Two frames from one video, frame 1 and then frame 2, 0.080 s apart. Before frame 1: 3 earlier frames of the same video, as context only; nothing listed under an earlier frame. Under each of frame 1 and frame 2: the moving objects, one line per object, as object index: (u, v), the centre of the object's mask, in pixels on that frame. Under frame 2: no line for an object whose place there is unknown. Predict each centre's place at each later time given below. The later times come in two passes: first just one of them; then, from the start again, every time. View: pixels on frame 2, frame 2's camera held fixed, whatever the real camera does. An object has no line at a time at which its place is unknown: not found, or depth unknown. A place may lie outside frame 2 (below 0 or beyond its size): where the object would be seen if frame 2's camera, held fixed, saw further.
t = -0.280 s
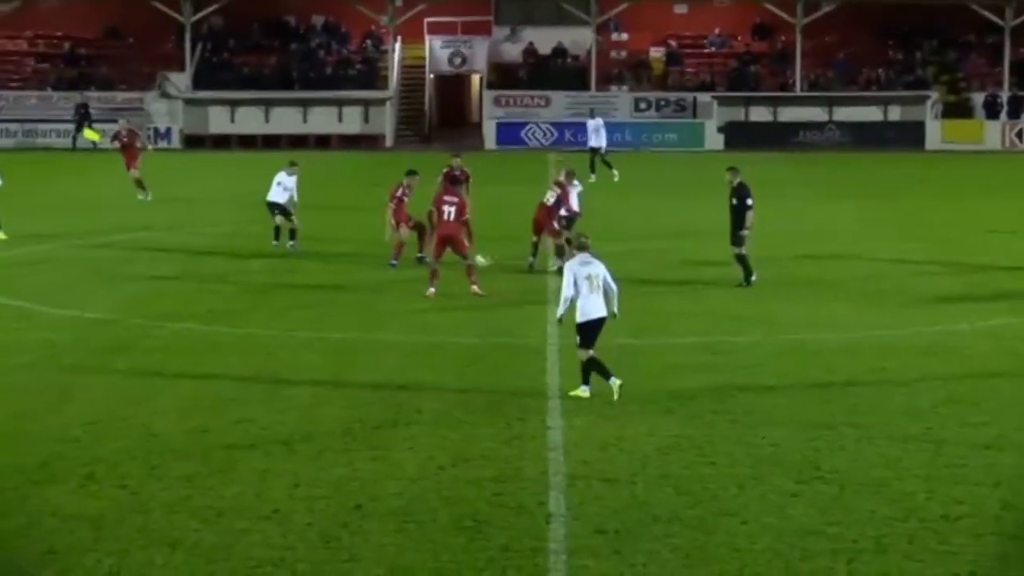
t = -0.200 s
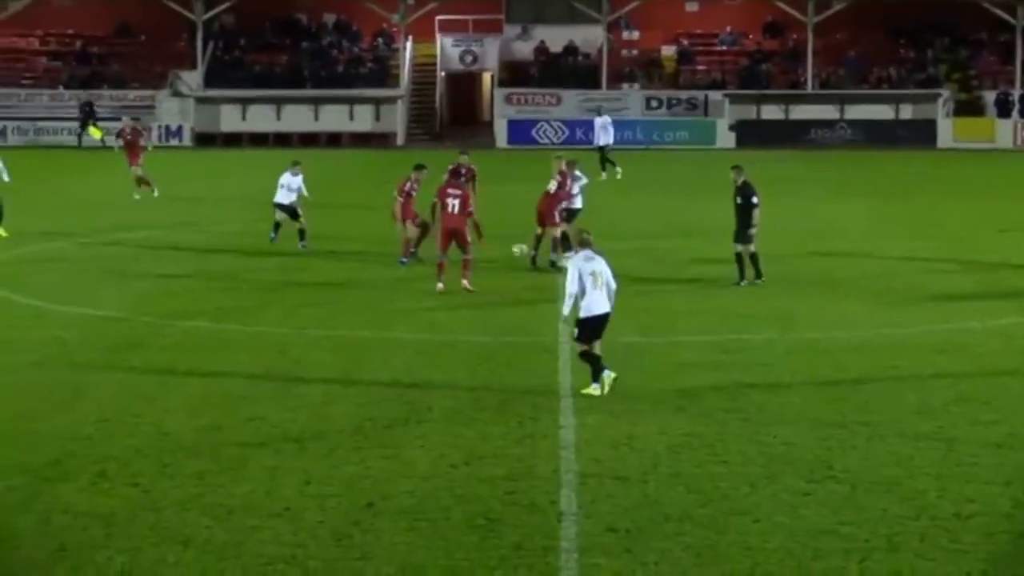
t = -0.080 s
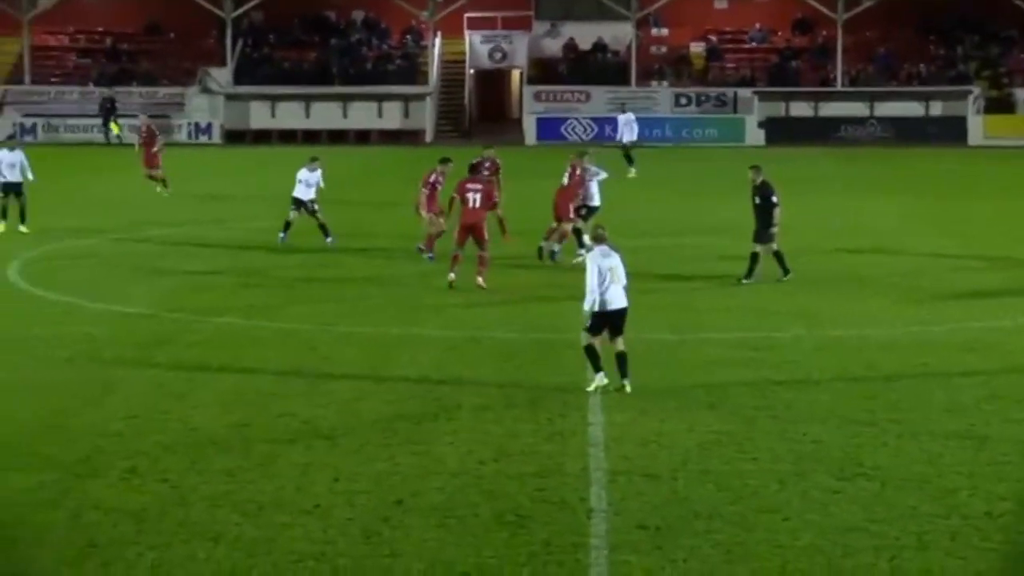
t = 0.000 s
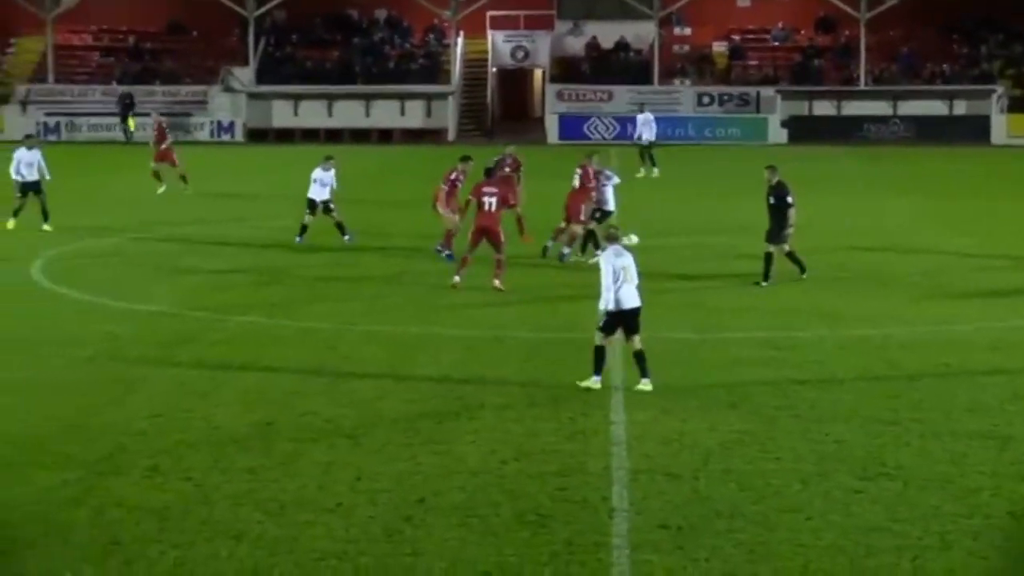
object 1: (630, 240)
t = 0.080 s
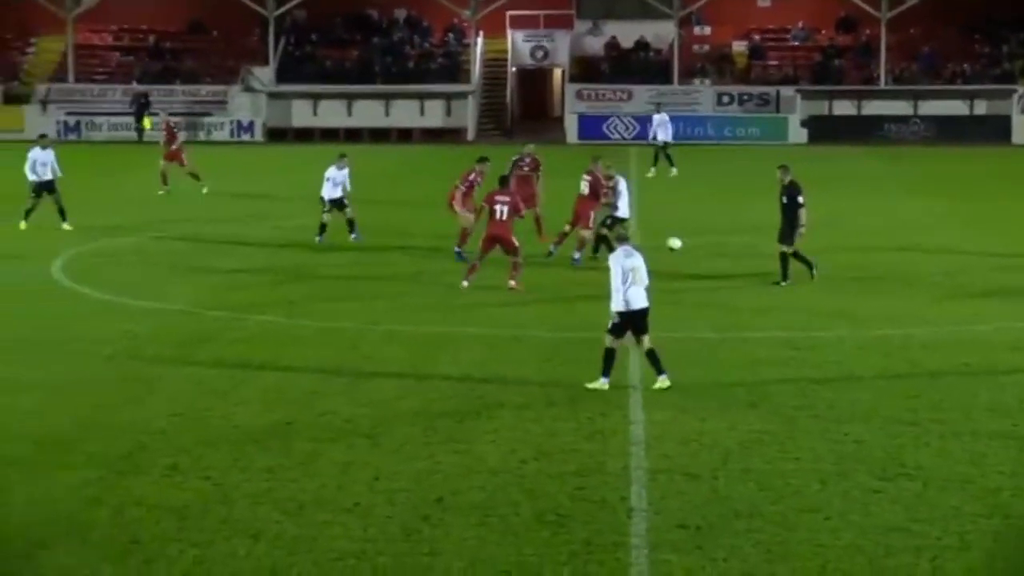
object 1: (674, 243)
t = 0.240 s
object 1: (721, 261)
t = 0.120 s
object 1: (686, 248)
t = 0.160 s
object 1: (697, 253)
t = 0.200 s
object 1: (709, 257)
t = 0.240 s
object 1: (721, 261)
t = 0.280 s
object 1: (731, 258)
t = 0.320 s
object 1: (741, 257)
